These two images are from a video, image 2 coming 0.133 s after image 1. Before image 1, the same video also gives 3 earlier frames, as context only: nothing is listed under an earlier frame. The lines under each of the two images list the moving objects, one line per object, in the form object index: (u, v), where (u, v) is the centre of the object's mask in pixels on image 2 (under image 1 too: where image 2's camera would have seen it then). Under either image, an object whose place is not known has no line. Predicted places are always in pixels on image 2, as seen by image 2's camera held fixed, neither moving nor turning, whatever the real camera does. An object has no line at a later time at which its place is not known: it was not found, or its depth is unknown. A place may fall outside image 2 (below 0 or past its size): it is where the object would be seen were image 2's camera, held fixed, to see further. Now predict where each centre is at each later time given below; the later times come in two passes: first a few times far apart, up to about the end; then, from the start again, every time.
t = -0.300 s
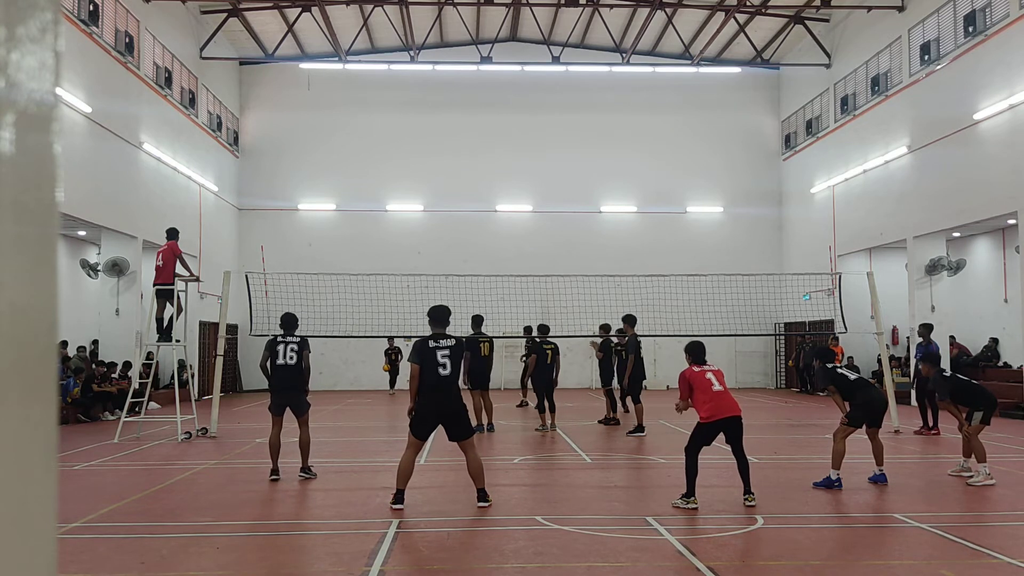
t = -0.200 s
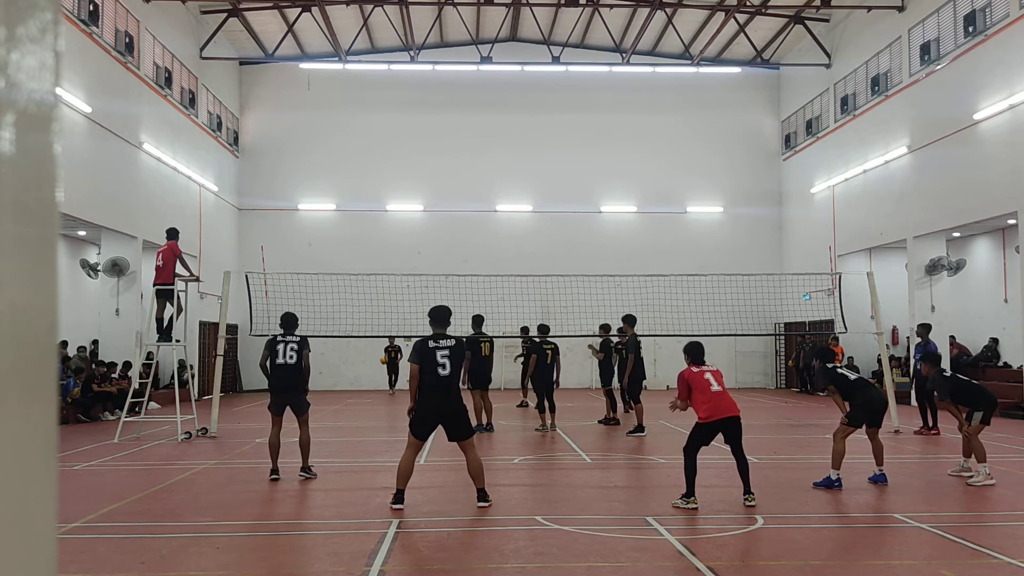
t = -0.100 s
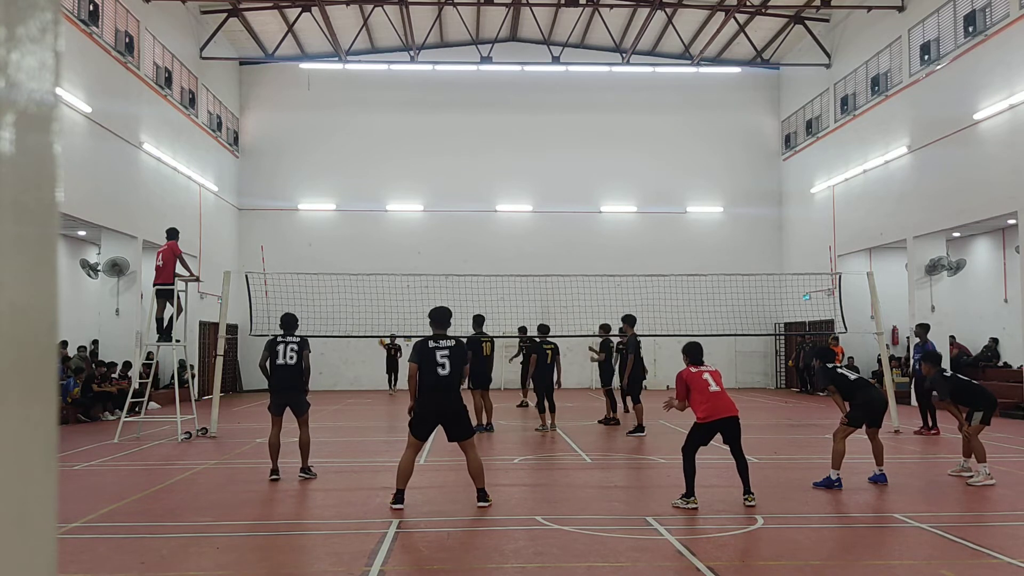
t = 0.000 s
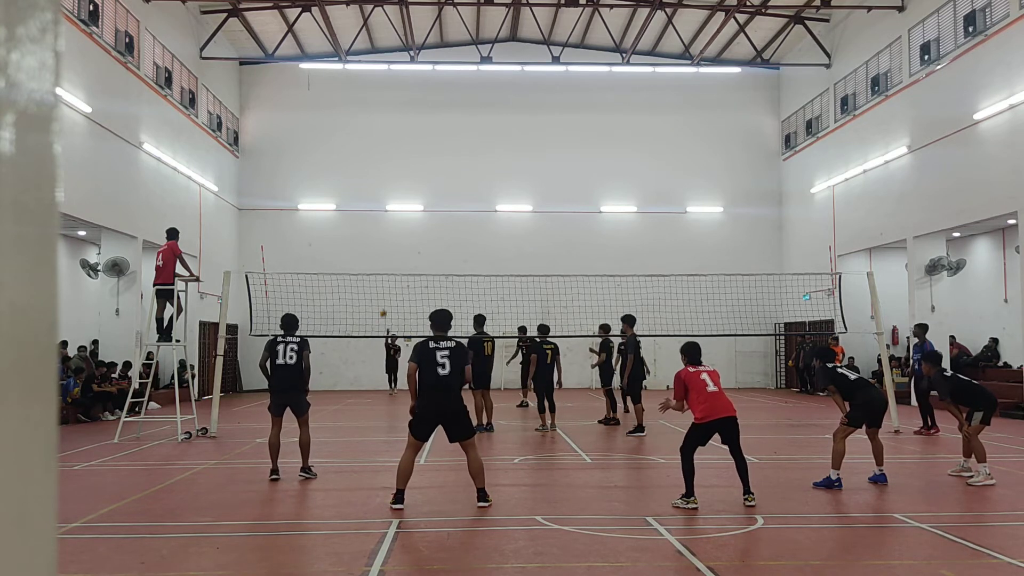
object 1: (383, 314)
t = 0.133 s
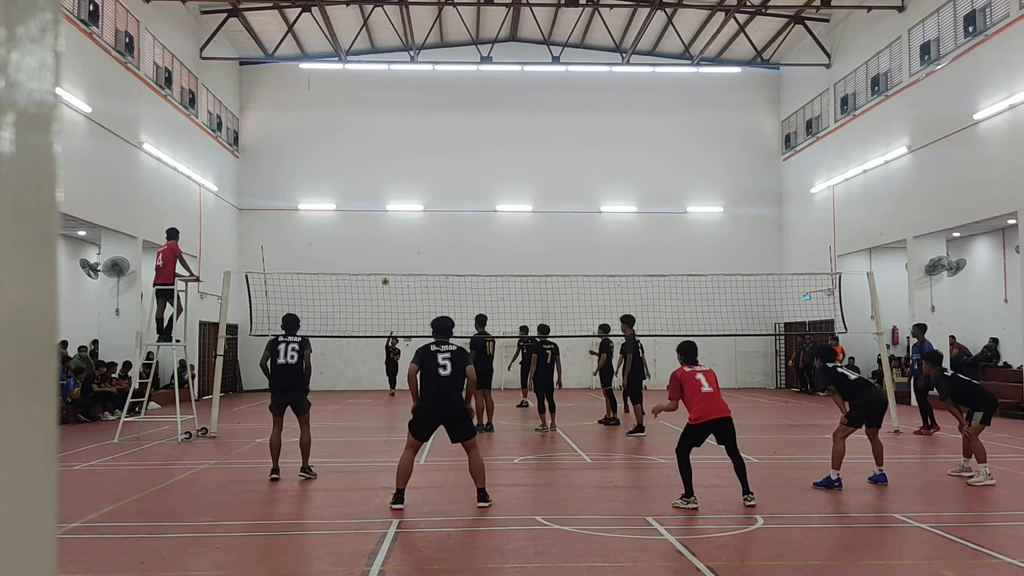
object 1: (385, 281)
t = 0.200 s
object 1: (386, 268)
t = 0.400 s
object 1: (390, 236)
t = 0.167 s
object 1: (386, 274)
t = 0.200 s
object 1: (386, 268)
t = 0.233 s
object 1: (387, 261)
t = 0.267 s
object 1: (387, 256)
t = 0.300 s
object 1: (388, 250)
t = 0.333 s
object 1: (388, 245)
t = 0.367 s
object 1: (389, 240)
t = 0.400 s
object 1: (390, 236)
